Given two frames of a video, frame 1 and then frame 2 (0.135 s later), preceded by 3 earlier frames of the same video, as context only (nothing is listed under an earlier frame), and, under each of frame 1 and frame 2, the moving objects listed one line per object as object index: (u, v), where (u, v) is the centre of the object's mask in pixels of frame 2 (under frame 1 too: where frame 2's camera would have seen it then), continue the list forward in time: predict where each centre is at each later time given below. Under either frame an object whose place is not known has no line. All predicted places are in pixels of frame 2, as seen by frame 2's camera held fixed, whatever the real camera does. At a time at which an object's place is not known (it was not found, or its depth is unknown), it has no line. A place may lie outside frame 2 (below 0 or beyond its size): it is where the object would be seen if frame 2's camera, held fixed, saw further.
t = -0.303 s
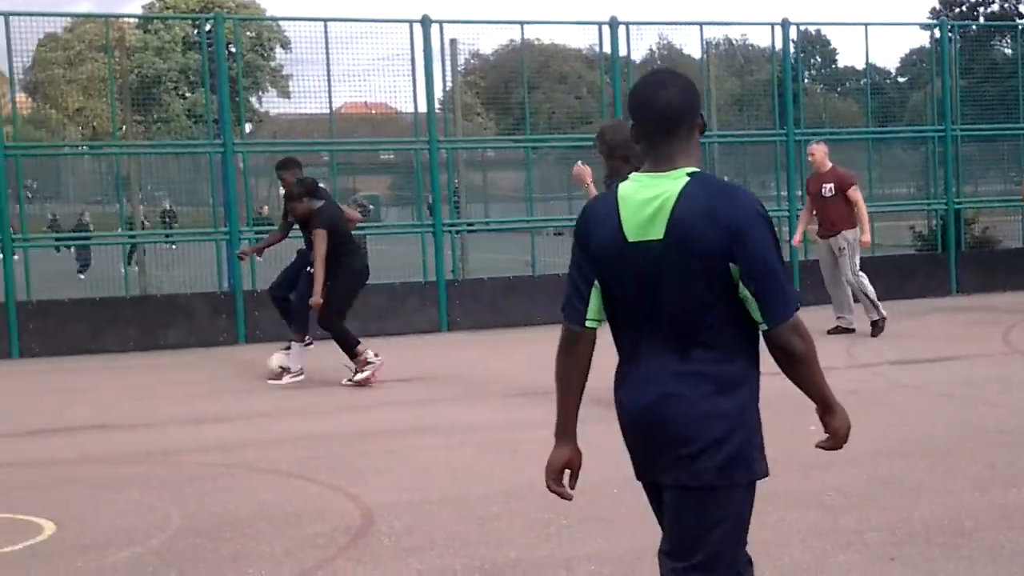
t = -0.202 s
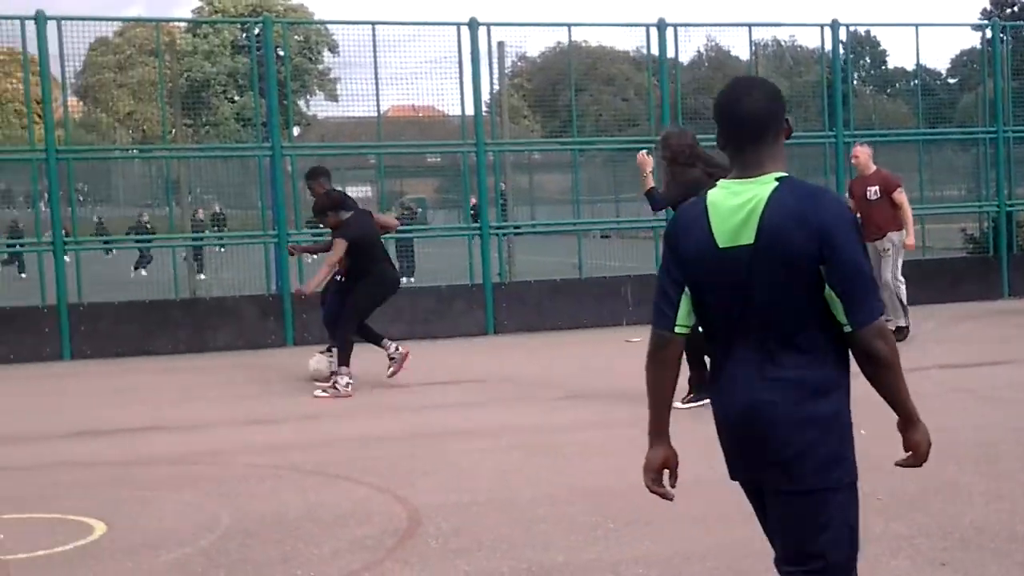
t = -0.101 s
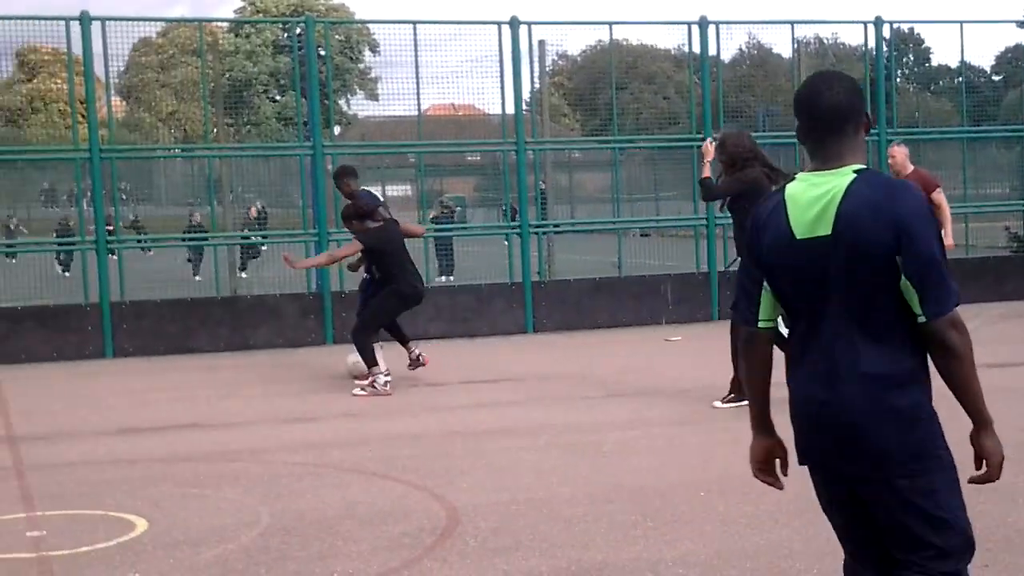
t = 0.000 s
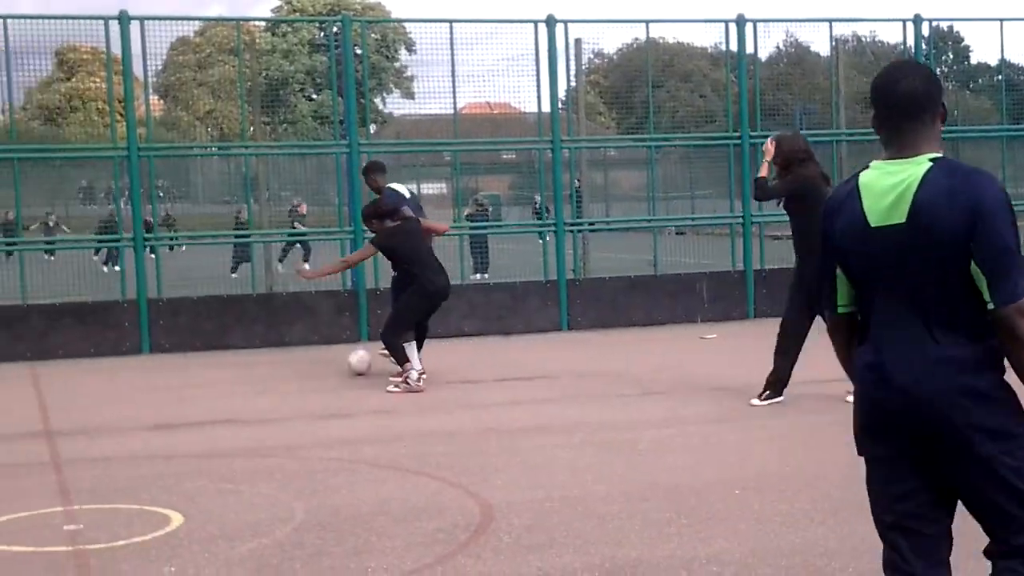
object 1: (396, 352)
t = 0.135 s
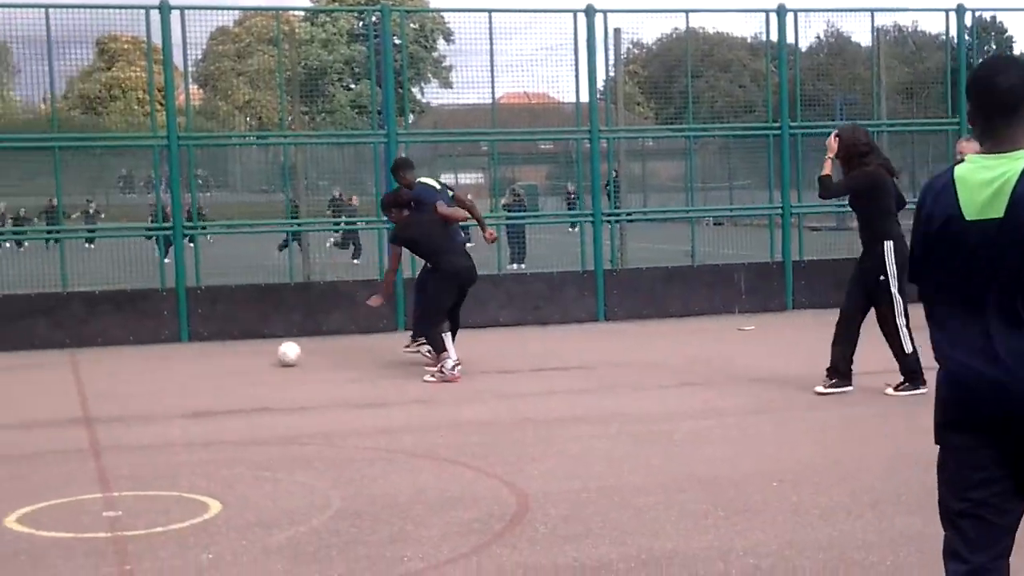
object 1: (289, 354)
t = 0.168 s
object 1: (264, 354)
